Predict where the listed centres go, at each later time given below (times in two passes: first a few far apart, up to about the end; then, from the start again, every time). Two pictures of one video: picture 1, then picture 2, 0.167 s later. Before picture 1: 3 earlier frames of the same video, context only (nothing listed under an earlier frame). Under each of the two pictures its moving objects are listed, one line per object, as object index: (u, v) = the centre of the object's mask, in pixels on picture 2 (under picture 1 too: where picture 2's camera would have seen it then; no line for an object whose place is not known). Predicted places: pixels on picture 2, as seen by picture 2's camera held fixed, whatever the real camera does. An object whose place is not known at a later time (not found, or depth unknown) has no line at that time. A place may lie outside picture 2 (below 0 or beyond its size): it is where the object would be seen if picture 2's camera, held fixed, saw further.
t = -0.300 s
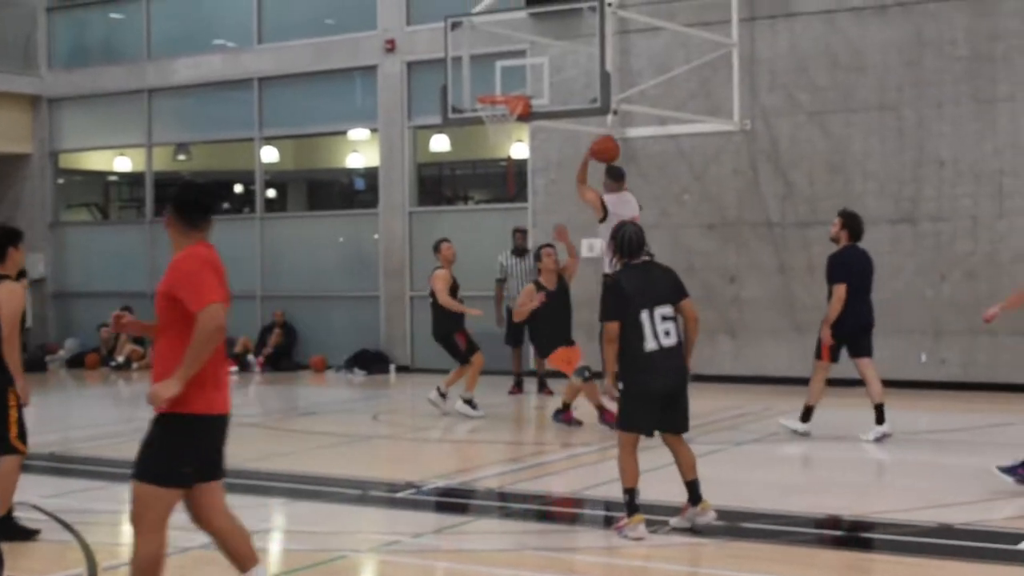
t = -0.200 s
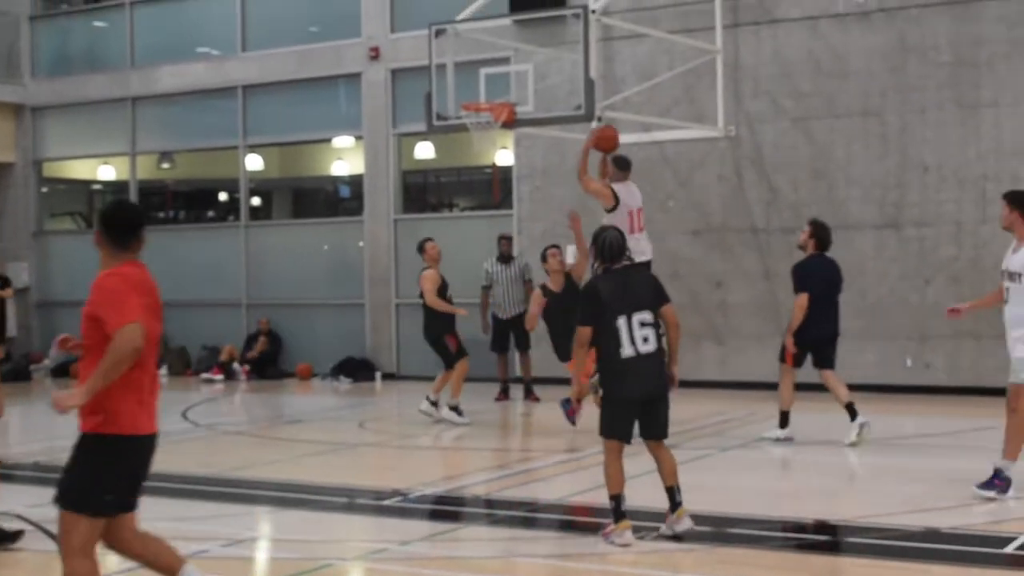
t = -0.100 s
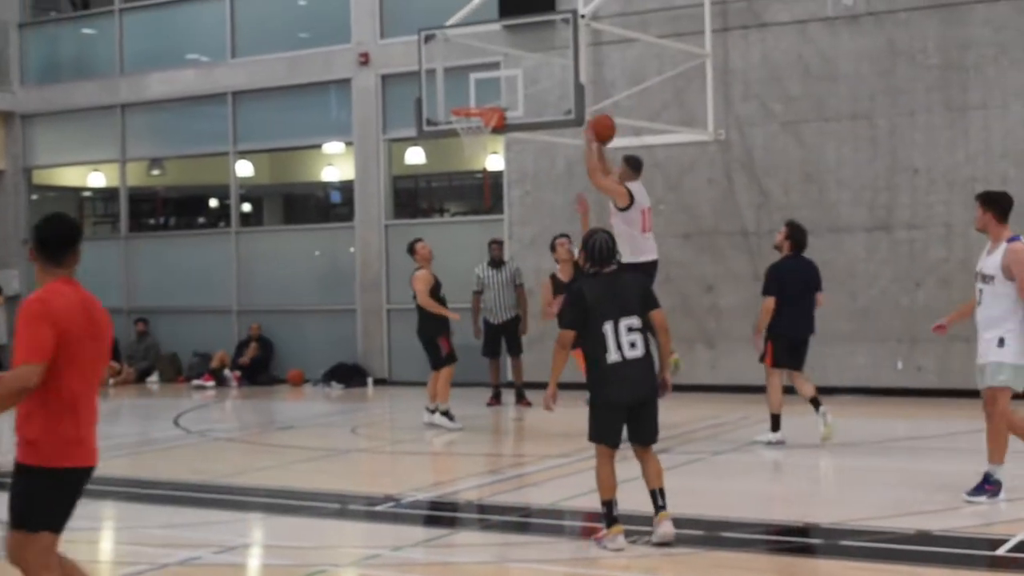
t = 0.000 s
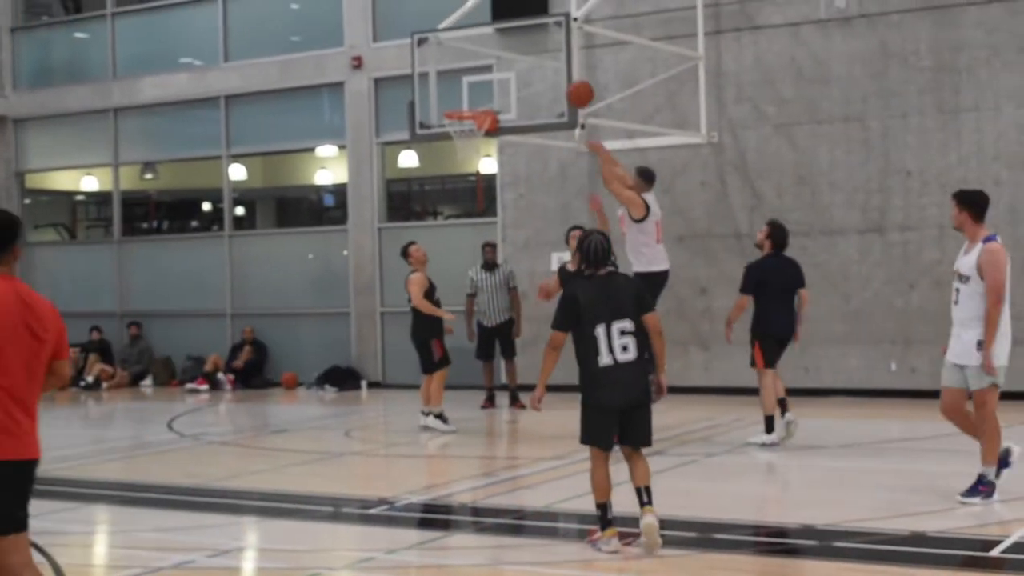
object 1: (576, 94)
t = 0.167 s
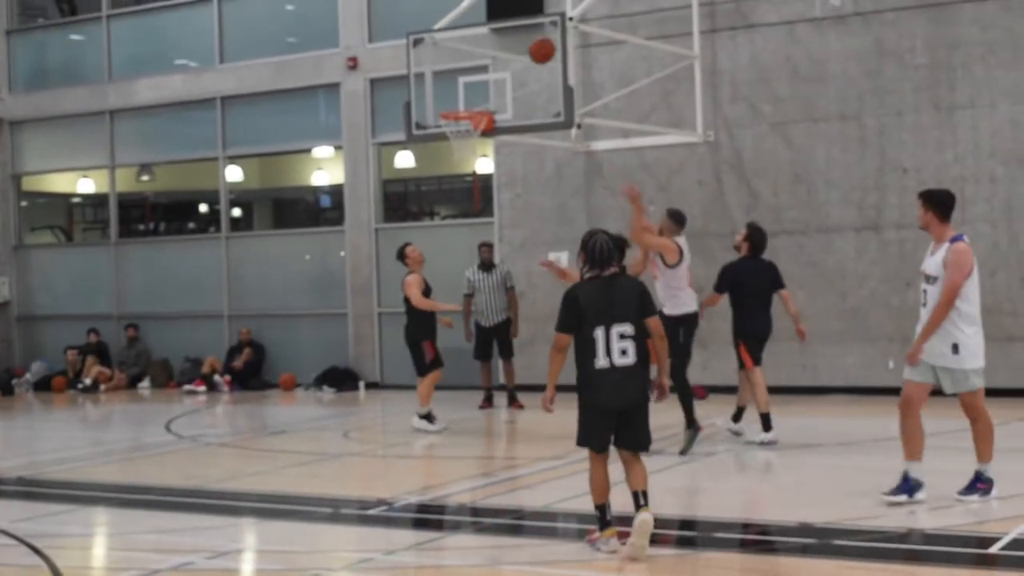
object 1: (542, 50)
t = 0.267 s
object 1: (523, 40)
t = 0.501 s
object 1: (484, 60)
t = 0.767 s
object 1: (460, 94)
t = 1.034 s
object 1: (463, 109)
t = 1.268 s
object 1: (476, 132)
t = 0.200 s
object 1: (535, 45)
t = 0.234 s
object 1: (529, 42)
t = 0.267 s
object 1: (523, 40)
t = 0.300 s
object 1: (517, 39)
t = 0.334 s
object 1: (511, 39)
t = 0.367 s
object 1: (506, 41)
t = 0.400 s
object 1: (500, 43)
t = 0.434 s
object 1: (494, 48)
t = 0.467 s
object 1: (489, 54)
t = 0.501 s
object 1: (484, 60)
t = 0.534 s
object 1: (479, 67)
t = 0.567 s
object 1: (474, 76)
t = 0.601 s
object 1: (470, 85)
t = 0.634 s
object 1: (464, 96)
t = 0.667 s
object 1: (462, 99)
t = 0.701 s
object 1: (461, 96)
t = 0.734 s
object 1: (461, 95)
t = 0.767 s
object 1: (460, 94)
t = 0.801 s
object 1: (460, 95)
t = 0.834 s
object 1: (459, 96)
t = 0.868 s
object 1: (459, 99)
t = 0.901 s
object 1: (459, 101)
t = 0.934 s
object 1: (459, 104)
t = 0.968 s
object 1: (459, 106)
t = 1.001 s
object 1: (460, 106)
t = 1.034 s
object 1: (463, 109)
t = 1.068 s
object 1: (465, 110)
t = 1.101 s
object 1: (465, 113)
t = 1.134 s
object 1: (472, 121)
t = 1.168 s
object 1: (481, 123)
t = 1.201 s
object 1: (475, 130)
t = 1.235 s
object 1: (475, 131)
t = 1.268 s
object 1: (476, 132)
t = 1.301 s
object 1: (475, 136)
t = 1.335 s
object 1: (474, 139)
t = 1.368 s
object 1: (473, 141)
